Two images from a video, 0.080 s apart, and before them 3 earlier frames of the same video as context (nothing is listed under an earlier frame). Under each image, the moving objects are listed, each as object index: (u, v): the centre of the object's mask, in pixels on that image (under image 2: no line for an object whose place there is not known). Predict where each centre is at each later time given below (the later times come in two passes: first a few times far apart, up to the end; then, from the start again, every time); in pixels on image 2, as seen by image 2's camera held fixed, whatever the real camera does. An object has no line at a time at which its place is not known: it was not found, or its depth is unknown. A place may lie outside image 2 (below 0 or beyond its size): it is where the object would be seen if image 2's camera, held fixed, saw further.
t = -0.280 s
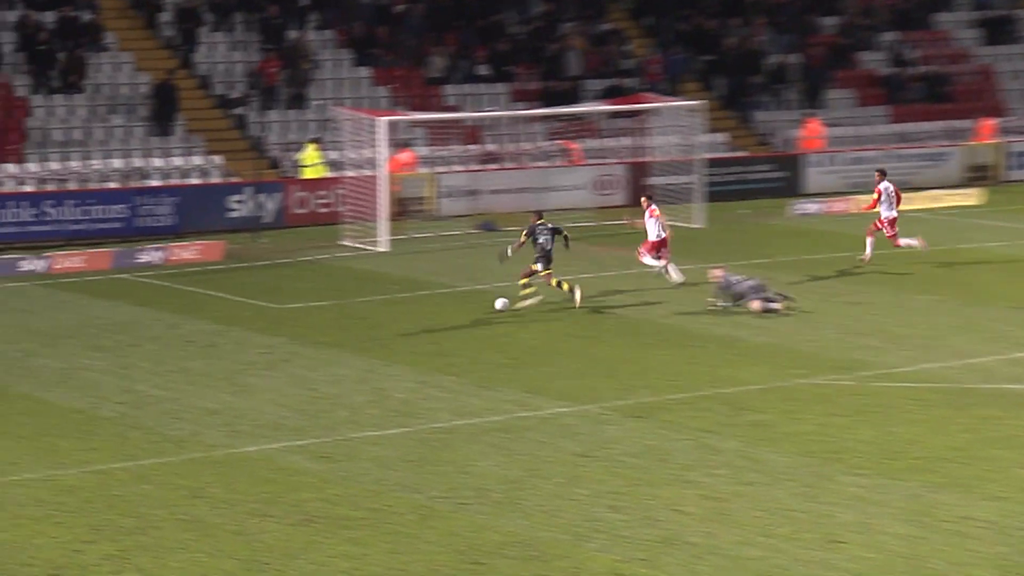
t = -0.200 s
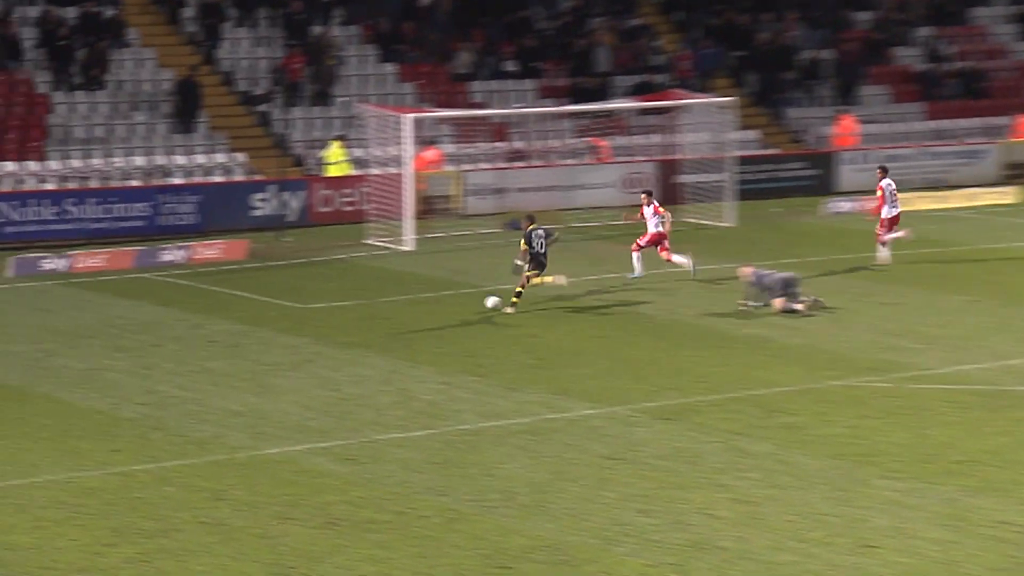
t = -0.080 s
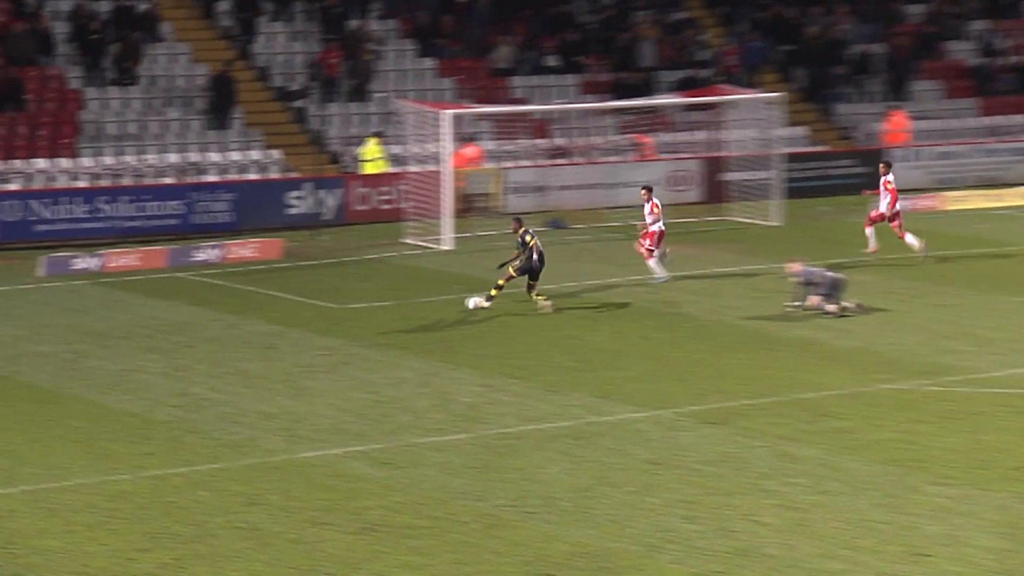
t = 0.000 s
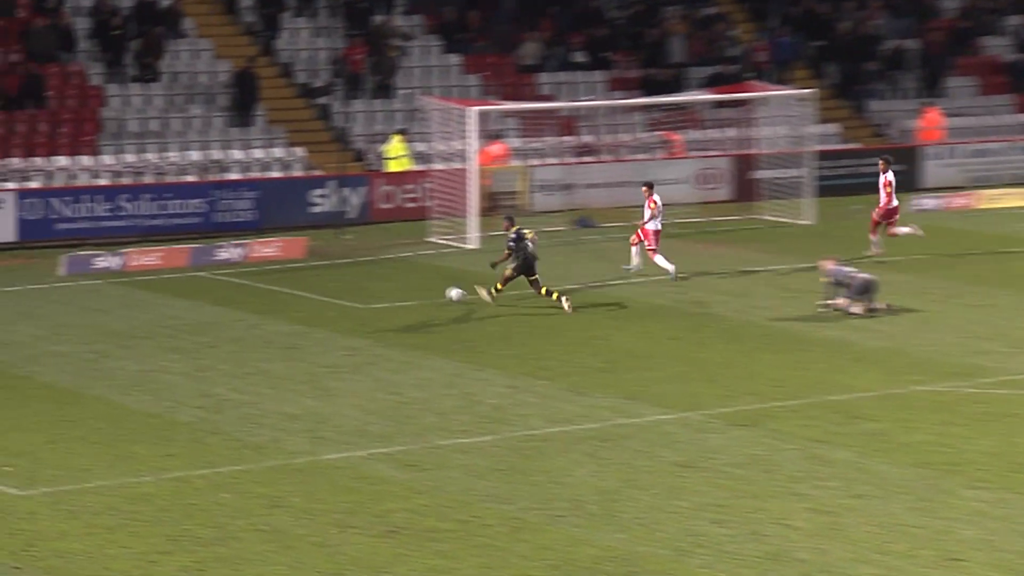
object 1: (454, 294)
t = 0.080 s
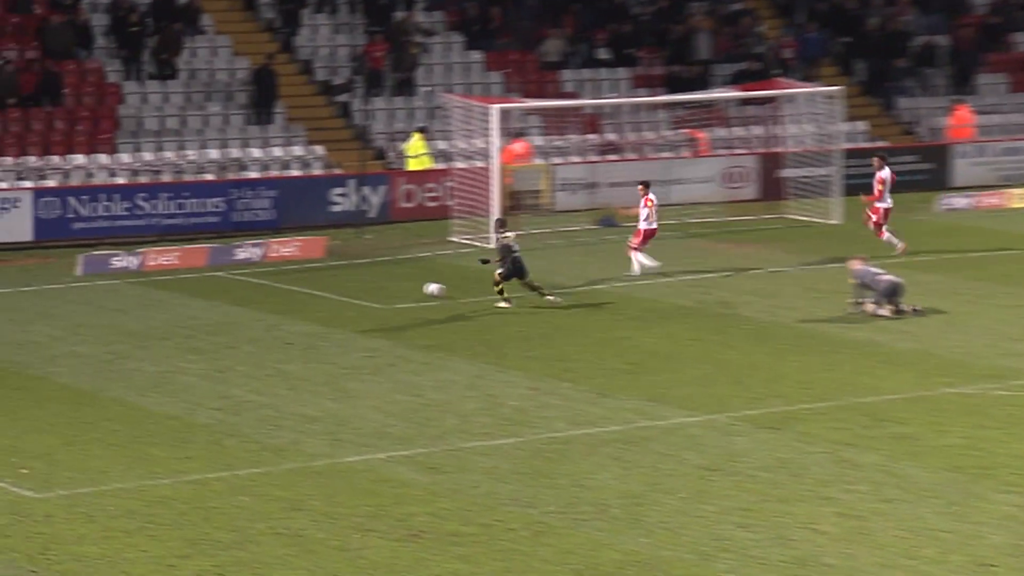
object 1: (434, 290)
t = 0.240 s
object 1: (353, 279)
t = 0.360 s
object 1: (299, 273)
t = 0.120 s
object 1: (412, 288)
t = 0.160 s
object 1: (392, 285)
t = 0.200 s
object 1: (373, 282)
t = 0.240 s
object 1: (353, 279)
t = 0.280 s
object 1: (335, 277)
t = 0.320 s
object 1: (316, 275)
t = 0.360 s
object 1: (299, 273)
